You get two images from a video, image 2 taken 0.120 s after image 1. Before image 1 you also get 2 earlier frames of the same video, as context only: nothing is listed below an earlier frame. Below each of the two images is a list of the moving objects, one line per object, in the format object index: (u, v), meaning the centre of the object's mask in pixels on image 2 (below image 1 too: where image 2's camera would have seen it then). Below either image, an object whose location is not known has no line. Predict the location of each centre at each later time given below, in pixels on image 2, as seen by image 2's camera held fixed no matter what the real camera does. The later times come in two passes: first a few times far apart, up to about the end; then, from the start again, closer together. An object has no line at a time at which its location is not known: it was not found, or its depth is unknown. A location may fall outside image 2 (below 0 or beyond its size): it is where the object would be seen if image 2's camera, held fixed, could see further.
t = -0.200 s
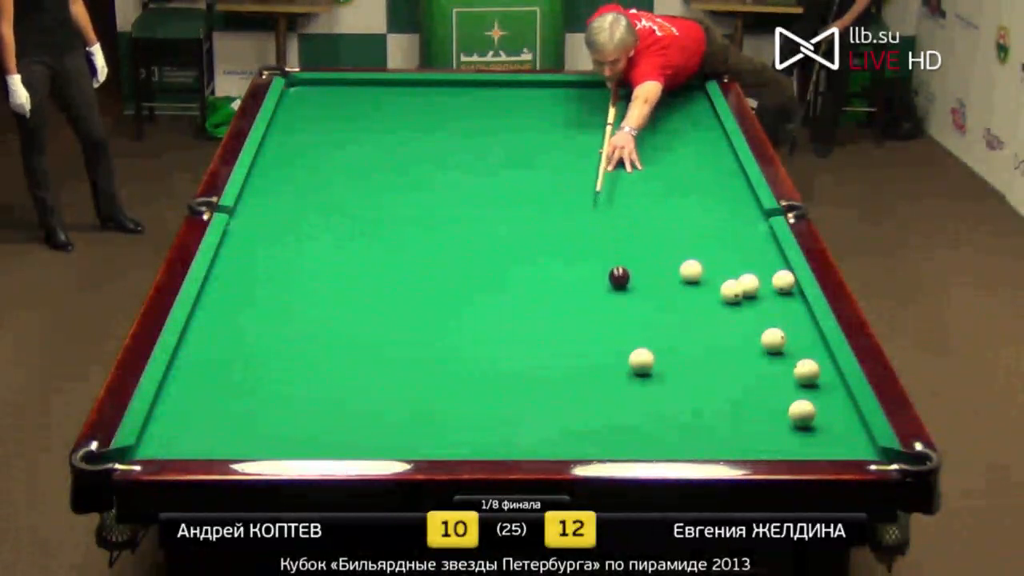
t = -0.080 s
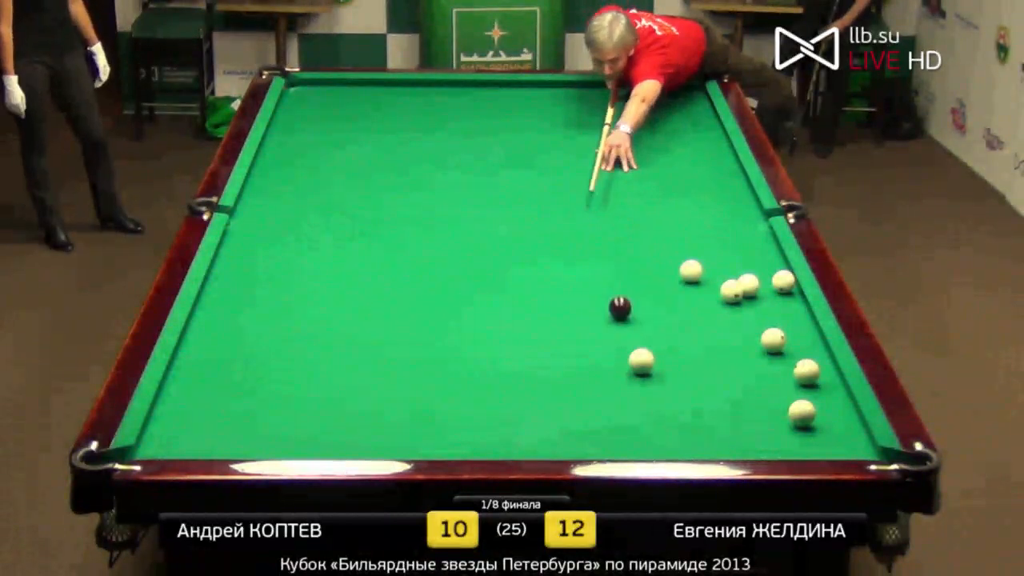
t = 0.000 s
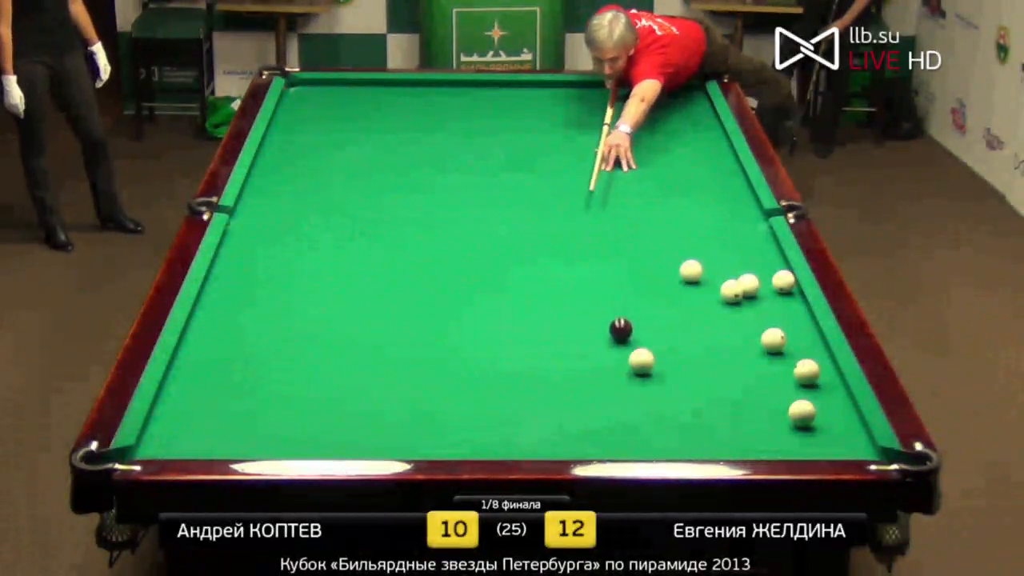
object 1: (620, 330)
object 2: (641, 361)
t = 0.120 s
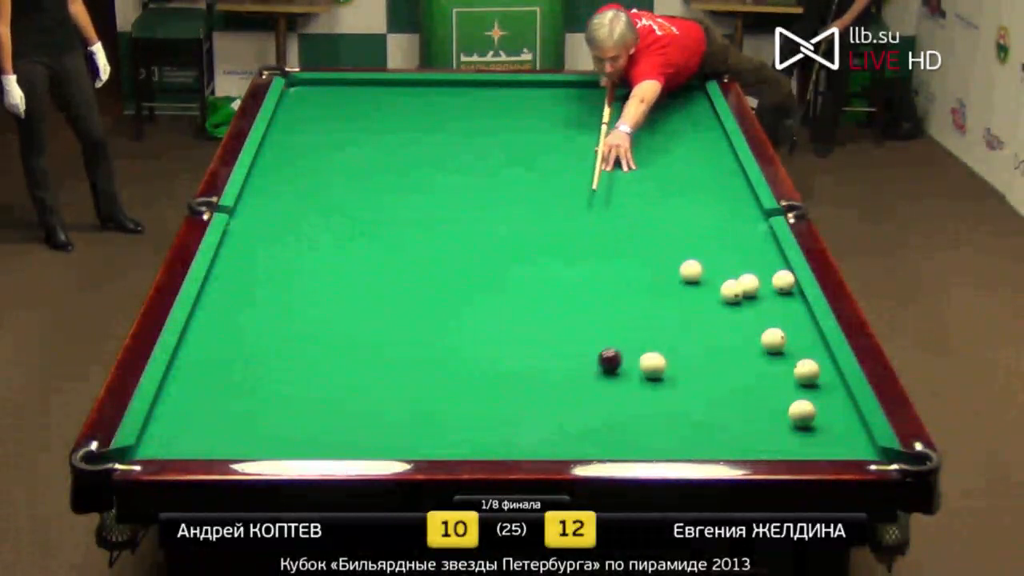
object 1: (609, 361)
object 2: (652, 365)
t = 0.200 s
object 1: (584, 376)
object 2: (677, 374)
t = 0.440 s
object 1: (511, 430)
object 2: (739, 396)
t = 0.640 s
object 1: (444, 434)
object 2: (775, 413)
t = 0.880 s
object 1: (372, 402)
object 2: (784, 426)
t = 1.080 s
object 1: (316, 377)
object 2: (792, 438)
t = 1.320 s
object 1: (255, 349)
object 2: (800, 446)
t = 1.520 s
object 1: (208, 328)
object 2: (799, 443)
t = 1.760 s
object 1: (234, 306)
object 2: (797, 444)
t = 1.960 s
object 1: (269, 289)
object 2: (796, 445)
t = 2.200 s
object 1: (307, 271)
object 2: (795, 445)
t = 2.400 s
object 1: (337, 256)
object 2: (795, 445)
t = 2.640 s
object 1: (371, 240)
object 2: (795, 445)
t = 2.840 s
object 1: (397, 228)
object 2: (795, 445)
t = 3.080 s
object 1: (426, 213)
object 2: (795, 445)
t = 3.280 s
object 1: (449, 202)
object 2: (795, 445)
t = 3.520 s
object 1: (475, 190)
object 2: (795, 445)
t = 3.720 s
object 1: (495, 180)
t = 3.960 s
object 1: (517, 169)
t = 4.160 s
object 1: (535, 161)
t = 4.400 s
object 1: (555, 151)
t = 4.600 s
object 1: (570, 143)
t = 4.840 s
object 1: (588, 135)
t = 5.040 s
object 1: (601, 128)
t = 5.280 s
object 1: (616, 120)
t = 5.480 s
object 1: (629, 114)
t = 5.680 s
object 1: (640, 108)
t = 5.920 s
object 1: (652, 102)
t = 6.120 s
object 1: (662, 97)
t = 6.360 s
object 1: (673, 91)
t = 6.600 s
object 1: (684, 85)
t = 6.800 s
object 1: (692, 86)
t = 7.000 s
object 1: (697, 88)
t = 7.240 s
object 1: (694, 91)
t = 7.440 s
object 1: (691, 92)
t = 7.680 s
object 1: (688, 95)
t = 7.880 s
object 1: (685, 96)
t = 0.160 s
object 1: (596, 368)
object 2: (665, 369)
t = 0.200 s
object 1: (584, 376)
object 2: (677, 374)
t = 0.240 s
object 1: (572, 385)
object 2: (689, 378)
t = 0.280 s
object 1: (560, 393)
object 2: (699, 382)
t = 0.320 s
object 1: (549, 402)
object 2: (709, 385)
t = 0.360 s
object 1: (536, 411)
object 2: (719, 389)
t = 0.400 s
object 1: (523, 420)
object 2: (729, 392)
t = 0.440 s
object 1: (511, 430)
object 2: (739, 396)
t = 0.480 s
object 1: (498, 439)
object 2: (749, 399)
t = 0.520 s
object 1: (484, 445)
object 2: (759, 403)
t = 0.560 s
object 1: (471, 444)
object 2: (769, 407)
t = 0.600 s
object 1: (458, 439)
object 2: (775, 410)
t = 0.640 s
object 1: (444, 434)
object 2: (775, 413)
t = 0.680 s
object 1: (432, 428)
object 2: (777, 415)
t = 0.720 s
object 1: (420, 423)
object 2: (778, 417)
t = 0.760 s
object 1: (408, 417)
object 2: (779, 420)
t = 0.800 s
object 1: (395, 412)
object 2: (781, 422)
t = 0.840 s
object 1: (383, 407)
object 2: (783, 424)
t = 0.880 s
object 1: (372, 402)
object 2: (784, 426)
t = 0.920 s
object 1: (361, 396)
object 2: (786, 429)
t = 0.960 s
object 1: (349, 391)
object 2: (788, 431)
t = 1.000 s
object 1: (338, 386)
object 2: (789, 434)
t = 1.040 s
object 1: (327, 382)
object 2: (791, 436)
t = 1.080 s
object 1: (316, 377)
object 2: (792, 438)
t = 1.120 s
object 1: (306, 372)
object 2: (794, 439)
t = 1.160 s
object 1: (295, 367)
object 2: (795, 441)
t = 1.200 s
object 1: (285, 363)
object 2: (796, 443)
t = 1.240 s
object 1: (275, 358)
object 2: (798, 444)
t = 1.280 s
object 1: (265, 354)
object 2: (800, 445)
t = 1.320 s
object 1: (255, 349)
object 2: (800, 446)
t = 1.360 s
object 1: (245, 345)
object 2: (800, 445)
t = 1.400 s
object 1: (236, 341)
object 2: (800, 444)
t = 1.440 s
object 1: (226, 336)
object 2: (799, 443)
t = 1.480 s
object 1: (217, 332)
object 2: (799, 443)
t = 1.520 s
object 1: (208, 328)
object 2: (799, 443)
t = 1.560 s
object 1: (199, 324)
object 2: (798, 443)
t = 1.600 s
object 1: (203, 320)
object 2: (798, 443)
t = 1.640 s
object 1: (212, 316)
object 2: (798, 444)
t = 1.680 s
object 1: (219, 313)
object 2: (797, 444)
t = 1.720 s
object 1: (226, 309)
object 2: (797, 444)
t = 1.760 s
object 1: (234, 306)
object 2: (797, 444)
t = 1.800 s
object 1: (241, 303)
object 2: (796, 444)
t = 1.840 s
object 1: (248, 299)
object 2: (796, 445)
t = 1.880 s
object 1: (255, 296)
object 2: (796, 444)
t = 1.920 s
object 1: (262, 292)
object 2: (796, 445)
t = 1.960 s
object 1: (269, 289)
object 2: (796, 445)
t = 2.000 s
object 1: (275, 286)
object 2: (796, 445)
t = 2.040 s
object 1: (282, 283)
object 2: (796, 445)
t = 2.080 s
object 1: (288, 280)
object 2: (796, 445)
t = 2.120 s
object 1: (295, 276)
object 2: (795, 445)
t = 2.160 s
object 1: (301, 273)
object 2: (795, 445)
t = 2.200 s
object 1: (307, 271)
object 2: (795, 445)
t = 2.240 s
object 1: (314, 268)
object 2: (795, 445)
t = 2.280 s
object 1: (320, 265)
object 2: (795, 445)
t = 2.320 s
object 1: (326, 262)
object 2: (795, 445)
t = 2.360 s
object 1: (332, 259)
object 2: (795, 445)
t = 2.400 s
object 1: (337, 256)
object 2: (795, 445)
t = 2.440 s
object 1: (343, 253)
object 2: (795, 445)
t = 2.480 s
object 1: (349, 251)
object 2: (795, 445)
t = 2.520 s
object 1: (355, 248)
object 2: (795, 445)
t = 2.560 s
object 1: (360, 245)
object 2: (795, 445)
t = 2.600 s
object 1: (366, 243)
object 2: (795, 445)
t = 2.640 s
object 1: (371, 240)
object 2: (795, 445)
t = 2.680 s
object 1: (376, 238)
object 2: (795, 445)
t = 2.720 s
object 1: (381, 235)
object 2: (795, 445)
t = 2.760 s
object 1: (387, 232)
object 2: (795, 445)
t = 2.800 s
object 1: (392, 230)
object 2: (795, 445)
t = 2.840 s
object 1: (397, 228)
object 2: (795, 445)
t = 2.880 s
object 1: (402, 225)
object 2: (795, 445)
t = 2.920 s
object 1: (407, 223)
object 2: (795, 445)
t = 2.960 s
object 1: (412, 220)
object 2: (795, 445)
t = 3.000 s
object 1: (417, 218)
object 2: (795, 445)
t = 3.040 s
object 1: (422, 215)
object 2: (795, 445)
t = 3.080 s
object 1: (426, 213)
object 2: (795, 445)
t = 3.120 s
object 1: (431, 211)
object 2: (795, 445)
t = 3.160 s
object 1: (435, 209)
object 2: (795, 445)
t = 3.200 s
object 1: (440, 207)
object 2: (795, 445)
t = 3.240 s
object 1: (444, 204)
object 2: (795, 445)
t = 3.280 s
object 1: (449, 202)
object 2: (795, 445)
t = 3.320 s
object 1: (453, 200)
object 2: (795, 445)
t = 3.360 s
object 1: (458, 198)
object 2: (795, 445)
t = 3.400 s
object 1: (462, 196)
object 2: (795, 445)
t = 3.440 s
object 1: (466, 194)
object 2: (795, 445)
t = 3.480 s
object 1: (471, 192)
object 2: (795, 445)
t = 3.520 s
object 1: (475, 190)
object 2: (795, 445)
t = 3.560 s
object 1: (479, 188)
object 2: (795, 445)
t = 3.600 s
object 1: (483, 186)
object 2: (795, 445)
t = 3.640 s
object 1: (487, 184)
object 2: (795, 445)
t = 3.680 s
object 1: (491, 182)
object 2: (795, 445)
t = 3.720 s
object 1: (495, 180)
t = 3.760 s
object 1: (499, 178)
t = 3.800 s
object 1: (502, 176)
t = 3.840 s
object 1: (506, 175)
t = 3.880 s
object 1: (510, 173)
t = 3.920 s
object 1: (514, 171)
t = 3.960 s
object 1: (517, 169)
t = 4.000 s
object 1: (521, 167)
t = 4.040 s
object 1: (524, 166)
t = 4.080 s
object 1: (528, 164)
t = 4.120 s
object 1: (531, 162)
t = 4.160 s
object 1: (535, 161)
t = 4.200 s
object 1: (538, 159)
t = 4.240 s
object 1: (541, 157)
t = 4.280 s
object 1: (545, 156)
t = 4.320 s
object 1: (548, 154)
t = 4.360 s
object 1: (551, 153)
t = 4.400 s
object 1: (555, 151)
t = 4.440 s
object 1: (558, 149)
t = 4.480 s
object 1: (561, 148)
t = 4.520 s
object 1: (564, 146)
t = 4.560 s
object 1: (567, 145)
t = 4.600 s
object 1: (570, 143)
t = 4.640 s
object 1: (573, 142)
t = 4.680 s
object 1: (576, 140)
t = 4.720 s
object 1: (579, 139)
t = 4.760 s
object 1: (582, 137)
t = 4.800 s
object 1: (585, 136)
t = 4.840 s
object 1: (588, 135)
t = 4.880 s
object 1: (590, 133)
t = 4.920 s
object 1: (593, 132)
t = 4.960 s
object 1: (596, 130)
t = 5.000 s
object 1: (598, 129)
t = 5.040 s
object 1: (601, 128)
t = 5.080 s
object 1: (604, 126)
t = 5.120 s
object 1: (606, 125)
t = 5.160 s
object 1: (609, 124)
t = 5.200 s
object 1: (611, 123)
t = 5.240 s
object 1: (614, 121)
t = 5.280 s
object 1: (616, 120)
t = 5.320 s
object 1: (619, 119)
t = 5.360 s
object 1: (621, 118)
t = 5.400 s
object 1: (624, 116)
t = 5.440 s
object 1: (626, 115)
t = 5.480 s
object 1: (629, 114)
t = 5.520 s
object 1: (631, 113)
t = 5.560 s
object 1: (633, 112)
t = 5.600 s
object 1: (635, 111)
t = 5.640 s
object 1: (638, 109)
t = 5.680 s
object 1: (640, 108)
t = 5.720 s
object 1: (642, 107)
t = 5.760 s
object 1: (644, 106)
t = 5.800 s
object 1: (646, 105)
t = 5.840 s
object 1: (648, 104)
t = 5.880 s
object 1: (650, 102)
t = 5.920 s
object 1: (652, 102)
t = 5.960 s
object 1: (654, 101)
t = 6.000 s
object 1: (656, 100)
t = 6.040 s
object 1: (658, 99)
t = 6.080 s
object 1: (660, 98)
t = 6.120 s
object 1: (662, 97)
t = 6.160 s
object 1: (664, 96)
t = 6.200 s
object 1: (666, 95)
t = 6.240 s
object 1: (668, 94)
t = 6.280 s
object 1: (670, 93)
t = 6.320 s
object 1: (671, 92)
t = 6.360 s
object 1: (673, 91)
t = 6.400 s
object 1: (675, 90)
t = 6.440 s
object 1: (677, 89)
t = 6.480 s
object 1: (679, 88)
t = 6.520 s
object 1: (680, 87)
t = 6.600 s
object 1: (684, 85)
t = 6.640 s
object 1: (685, 84)
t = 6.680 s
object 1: (687, 85)
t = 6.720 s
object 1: (689, 85)
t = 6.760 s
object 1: (691, 86)
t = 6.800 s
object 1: (692, 86)
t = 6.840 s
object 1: (694, 87)
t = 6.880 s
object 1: (696, 87)
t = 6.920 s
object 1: (697, 88)
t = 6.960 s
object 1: (698, 88)
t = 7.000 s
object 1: (697, 88)
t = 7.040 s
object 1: (697, 89)
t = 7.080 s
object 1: (696, 90)
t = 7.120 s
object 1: (696, 90)
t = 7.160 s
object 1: (696, 90)
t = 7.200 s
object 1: (695, 90)
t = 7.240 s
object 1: (694, 91)
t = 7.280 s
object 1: (693, 91)
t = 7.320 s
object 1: (693, 91)
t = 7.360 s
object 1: (692, 92)
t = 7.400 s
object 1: (691, 92)
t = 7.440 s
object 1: (691, 92)
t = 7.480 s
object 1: (690, 93)
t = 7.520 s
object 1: (690, 93)
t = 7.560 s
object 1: (689, 94)
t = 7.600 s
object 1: (689, 94)
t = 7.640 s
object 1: (688, 94)
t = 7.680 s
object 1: (688, 95)
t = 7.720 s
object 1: (687, 95)
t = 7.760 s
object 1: (686, 95)
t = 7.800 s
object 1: (686, 95)
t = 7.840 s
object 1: (685, 96)
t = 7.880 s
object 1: (685, 96)
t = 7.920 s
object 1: (684, 96)
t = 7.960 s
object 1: (684, 97)
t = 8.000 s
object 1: (684, 97)
